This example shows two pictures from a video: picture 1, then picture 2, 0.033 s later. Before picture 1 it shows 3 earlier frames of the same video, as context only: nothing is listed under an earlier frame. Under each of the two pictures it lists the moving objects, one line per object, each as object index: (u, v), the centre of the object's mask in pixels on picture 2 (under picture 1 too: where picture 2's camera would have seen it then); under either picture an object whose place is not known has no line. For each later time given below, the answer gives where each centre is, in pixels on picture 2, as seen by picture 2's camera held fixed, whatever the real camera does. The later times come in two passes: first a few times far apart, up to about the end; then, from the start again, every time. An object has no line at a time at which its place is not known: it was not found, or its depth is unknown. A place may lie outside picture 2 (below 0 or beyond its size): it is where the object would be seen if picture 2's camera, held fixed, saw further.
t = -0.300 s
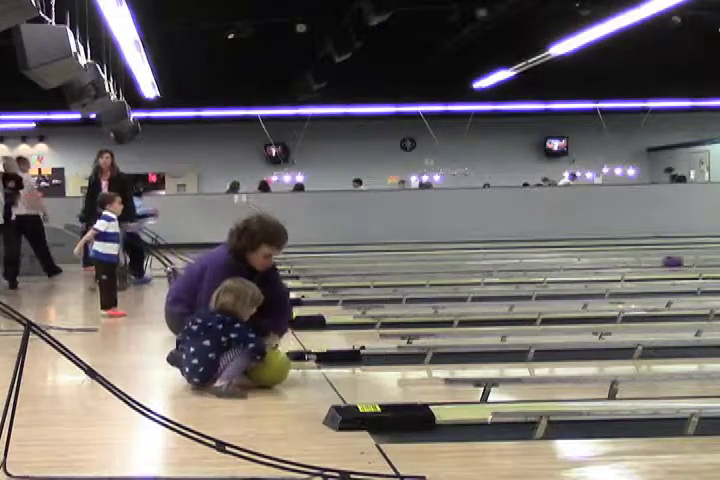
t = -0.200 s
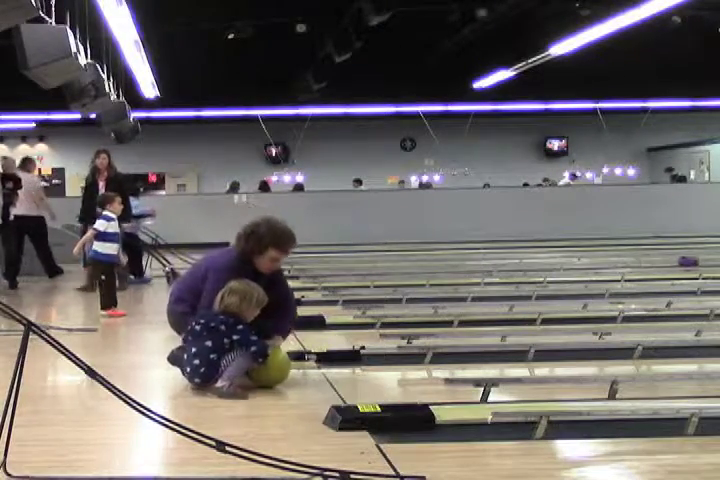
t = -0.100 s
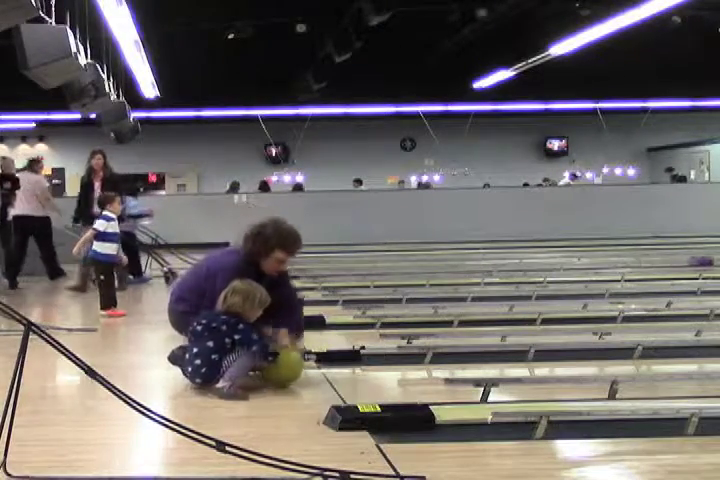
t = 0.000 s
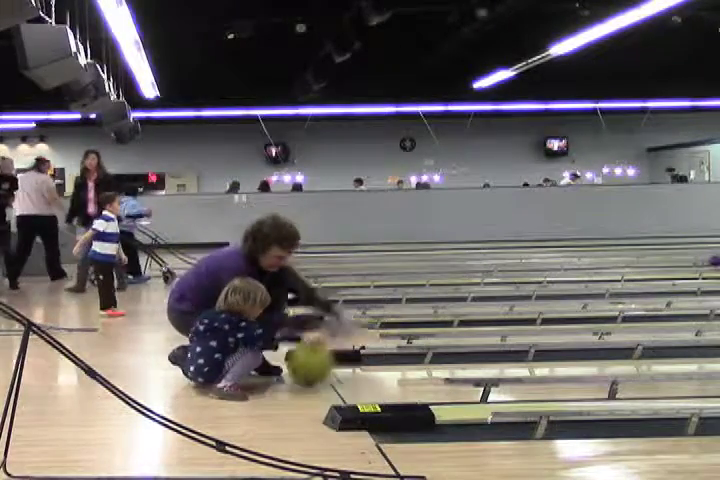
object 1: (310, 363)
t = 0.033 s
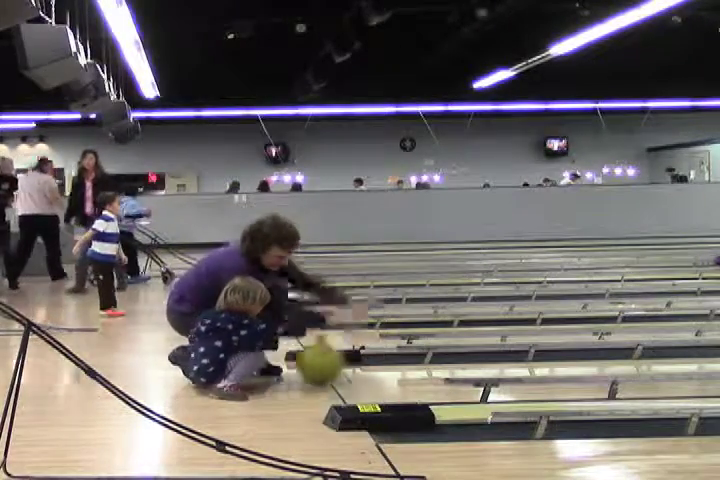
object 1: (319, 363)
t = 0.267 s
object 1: (392, 360)
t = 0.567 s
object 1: (482, 358)
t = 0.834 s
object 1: (563, 355)
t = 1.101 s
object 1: (639, 354)
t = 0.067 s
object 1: (329, 363)
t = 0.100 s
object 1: (341, 363)
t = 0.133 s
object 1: (351, 364)
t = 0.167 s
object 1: (360, 364)
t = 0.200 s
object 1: (370, 362)
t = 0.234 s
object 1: (381, 362)
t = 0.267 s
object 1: (392, 360)
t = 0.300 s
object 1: (402, 361)
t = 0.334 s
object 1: (411, 361)
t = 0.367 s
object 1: (421, 359)
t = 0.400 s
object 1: (431, 360)
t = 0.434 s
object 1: (441, 360)
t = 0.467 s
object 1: (452, 359)
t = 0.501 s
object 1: (461, 358)
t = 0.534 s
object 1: (472, 358)
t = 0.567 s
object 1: (482, 358)
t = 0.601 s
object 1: (491, 358)
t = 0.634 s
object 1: (501, 358)
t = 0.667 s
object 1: (512, 357)
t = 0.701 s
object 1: (521, 357)
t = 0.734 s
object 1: (532, 357)
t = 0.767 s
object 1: (542, 357)
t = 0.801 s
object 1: (551, 356)
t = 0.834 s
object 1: (563, 355)
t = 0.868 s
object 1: (571, 356)
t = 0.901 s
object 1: (582, 355)
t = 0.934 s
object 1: (590, 356)
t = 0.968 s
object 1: (600, 355)
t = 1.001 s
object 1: (611, 354)
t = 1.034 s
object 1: (621, 354)
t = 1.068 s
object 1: (629, 354)
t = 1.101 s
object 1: (639, 354)
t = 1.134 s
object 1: (648, 353)
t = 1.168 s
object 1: (658, 354)
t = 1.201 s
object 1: (669, 353)
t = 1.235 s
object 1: (679, 353)
